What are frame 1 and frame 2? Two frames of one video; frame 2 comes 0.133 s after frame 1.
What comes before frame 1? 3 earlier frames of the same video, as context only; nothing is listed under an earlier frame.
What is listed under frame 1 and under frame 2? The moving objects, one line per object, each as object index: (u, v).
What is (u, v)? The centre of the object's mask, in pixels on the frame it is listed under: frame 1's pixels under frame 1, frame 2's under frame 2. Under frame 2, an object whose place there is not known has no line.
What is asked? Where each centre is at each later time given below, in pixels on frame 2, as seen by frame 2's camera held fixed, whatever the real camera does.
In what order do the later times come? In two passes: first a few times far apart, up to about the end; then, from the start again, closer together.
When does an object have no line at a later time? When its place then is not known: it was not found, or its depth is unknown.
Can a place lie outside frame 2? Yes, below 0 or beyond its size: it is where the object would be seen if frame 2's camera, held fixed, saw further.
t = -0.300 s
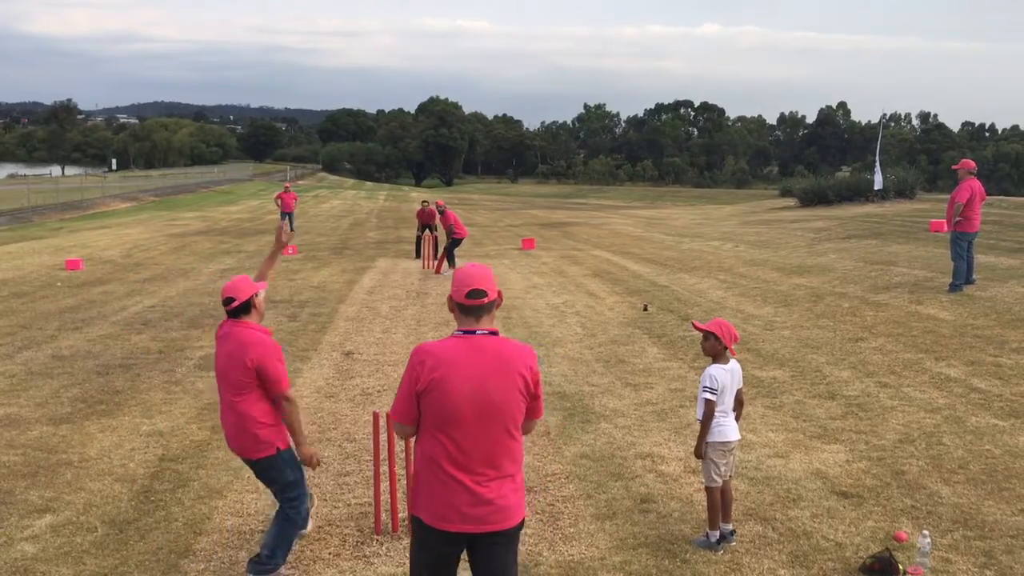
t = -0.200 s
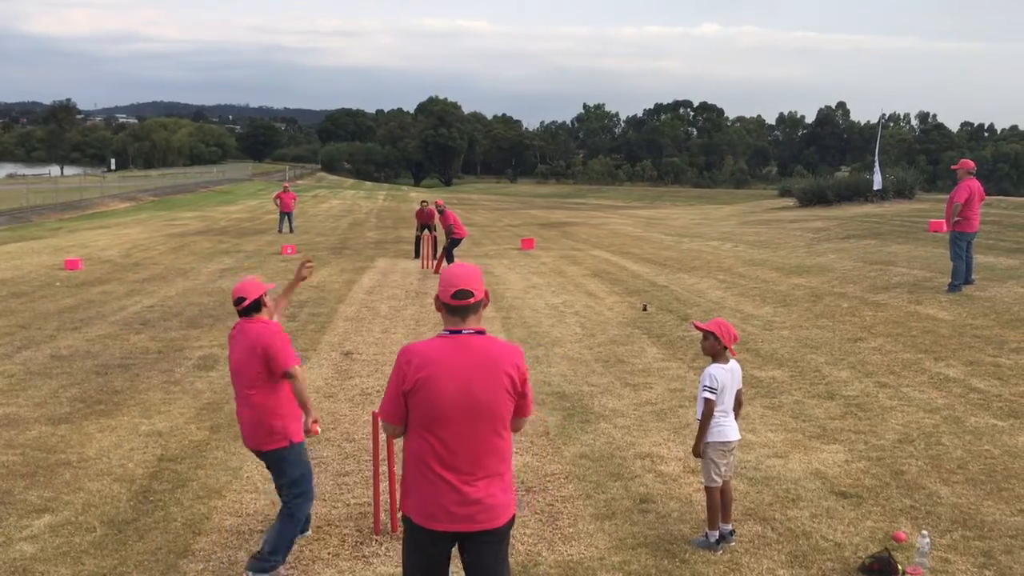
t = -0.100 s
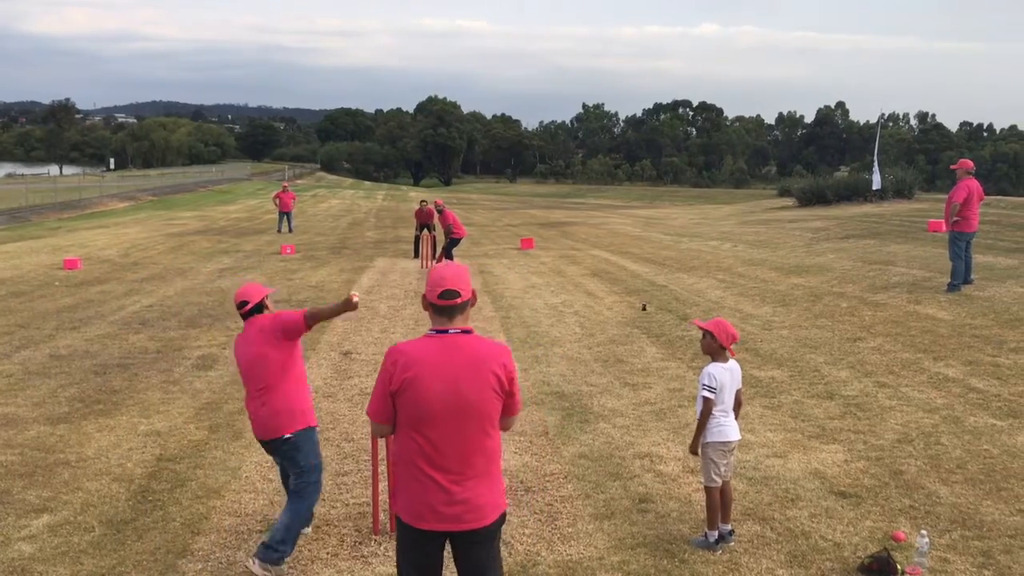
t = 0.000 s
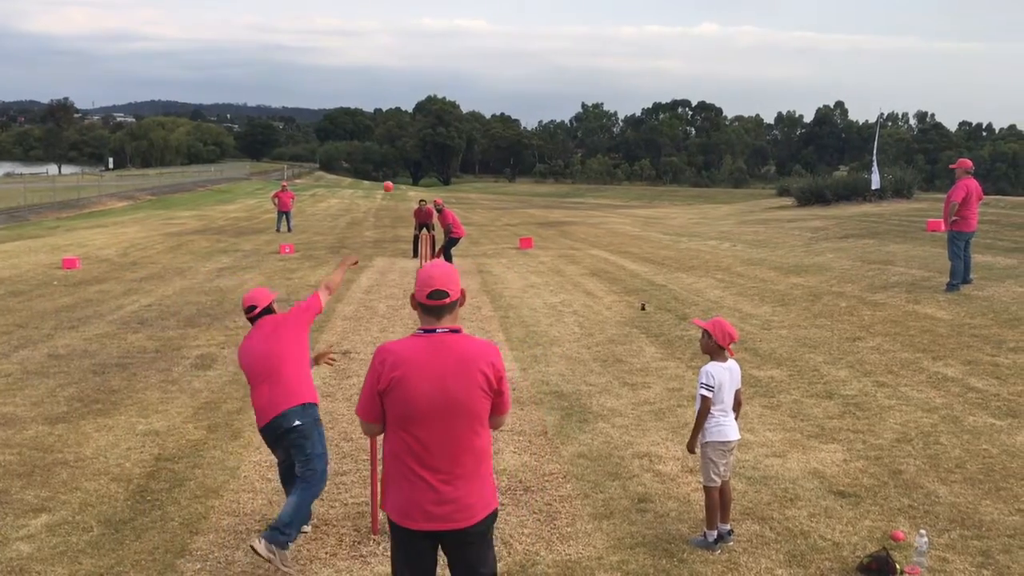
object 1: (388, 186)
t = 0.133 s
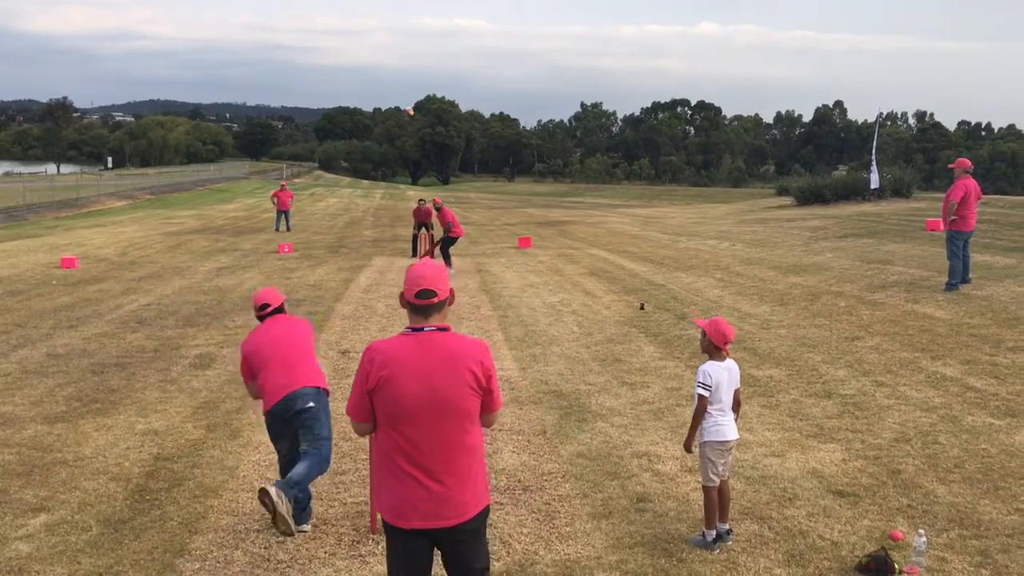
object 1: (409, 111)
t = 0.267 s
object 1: (423, 81)
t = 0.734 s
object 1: (443, 114)
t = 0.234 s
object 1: (419, 86)
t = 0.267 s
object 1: (423, 81)
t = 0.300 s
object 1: (425, 78)
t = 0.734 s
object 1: (443, 114)
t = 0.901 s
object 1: (446, 150)
